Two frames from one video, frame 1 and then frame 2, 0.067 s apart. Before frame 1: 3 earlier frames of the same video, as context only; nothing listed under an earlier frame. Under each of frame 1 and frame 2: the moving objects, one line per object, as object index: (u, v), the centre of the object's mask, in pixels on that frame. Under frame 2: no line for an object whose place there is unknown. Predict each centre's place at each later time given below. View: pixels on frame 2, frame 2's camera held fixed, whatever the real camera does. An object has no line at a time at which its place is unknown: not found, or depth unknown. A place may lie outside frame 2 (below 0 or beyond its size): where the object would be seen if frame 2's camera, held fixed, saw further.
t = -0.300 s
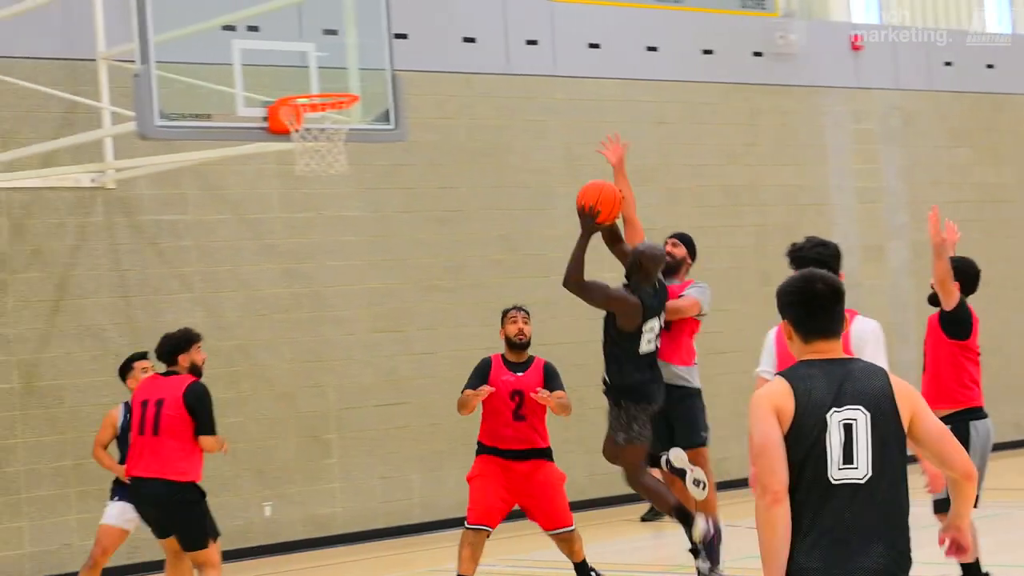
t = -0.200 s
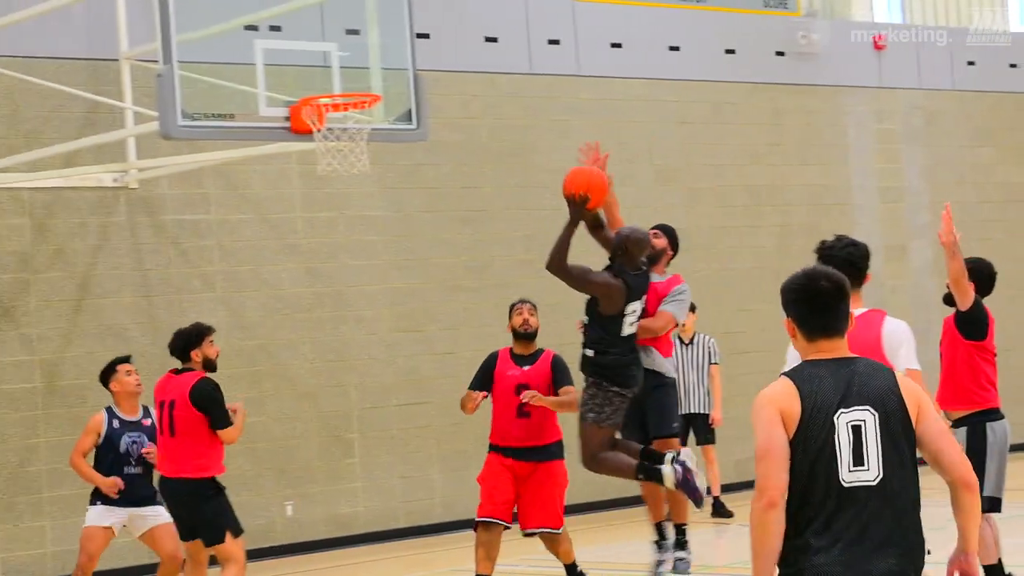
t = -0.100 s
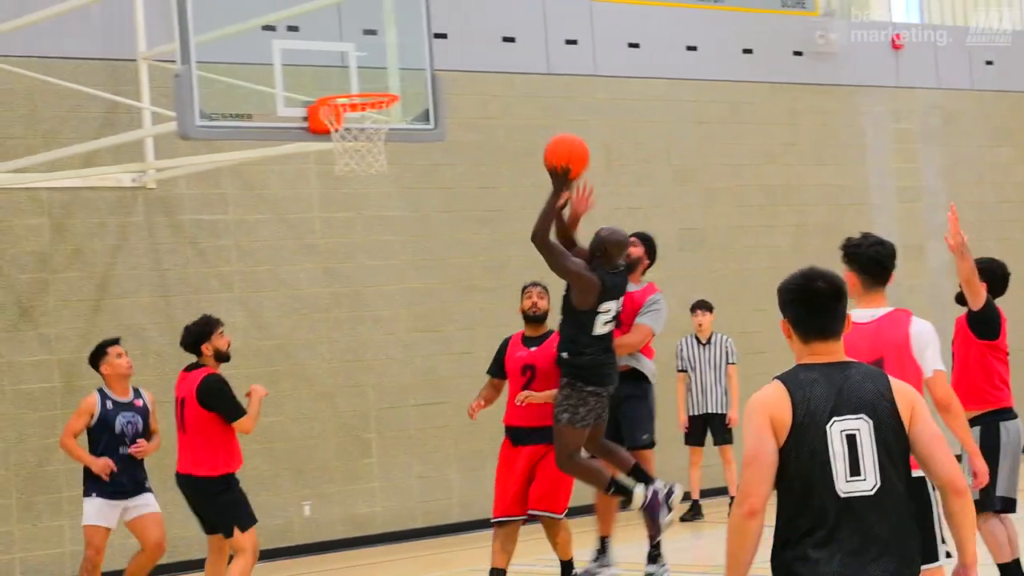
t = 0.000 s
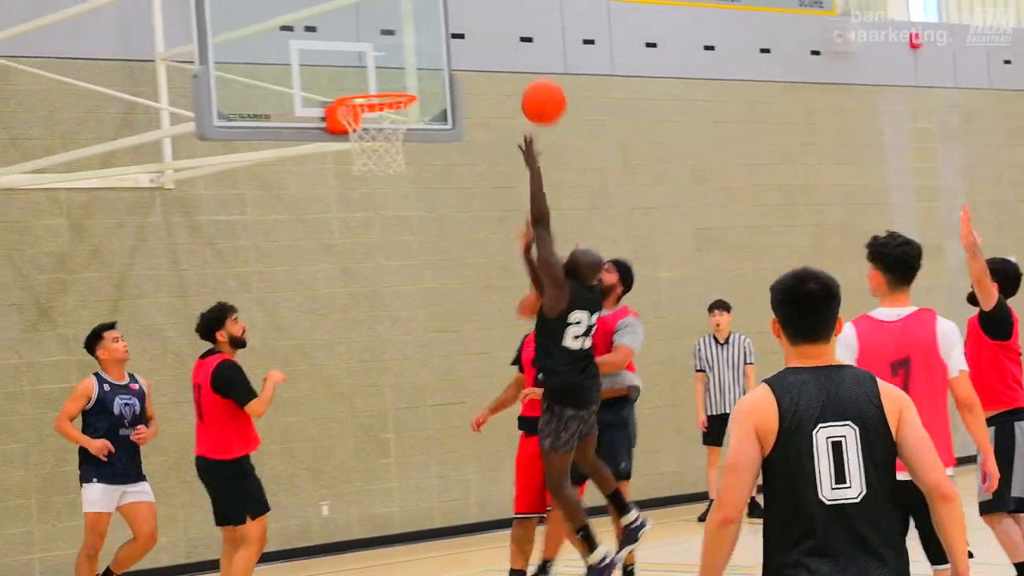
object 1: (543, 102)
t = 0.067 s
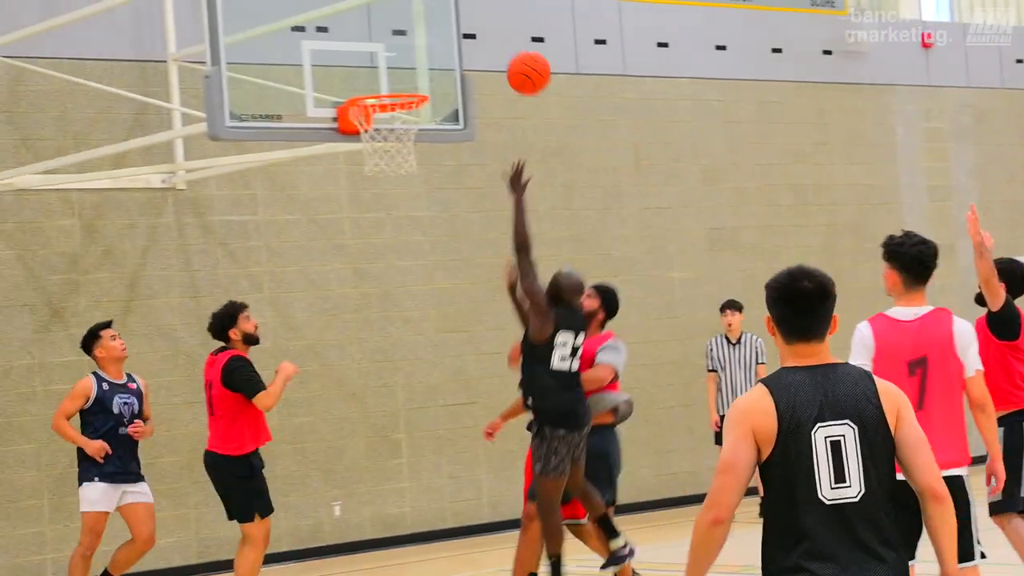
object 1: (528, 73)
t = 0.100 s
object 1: (515, 61)
